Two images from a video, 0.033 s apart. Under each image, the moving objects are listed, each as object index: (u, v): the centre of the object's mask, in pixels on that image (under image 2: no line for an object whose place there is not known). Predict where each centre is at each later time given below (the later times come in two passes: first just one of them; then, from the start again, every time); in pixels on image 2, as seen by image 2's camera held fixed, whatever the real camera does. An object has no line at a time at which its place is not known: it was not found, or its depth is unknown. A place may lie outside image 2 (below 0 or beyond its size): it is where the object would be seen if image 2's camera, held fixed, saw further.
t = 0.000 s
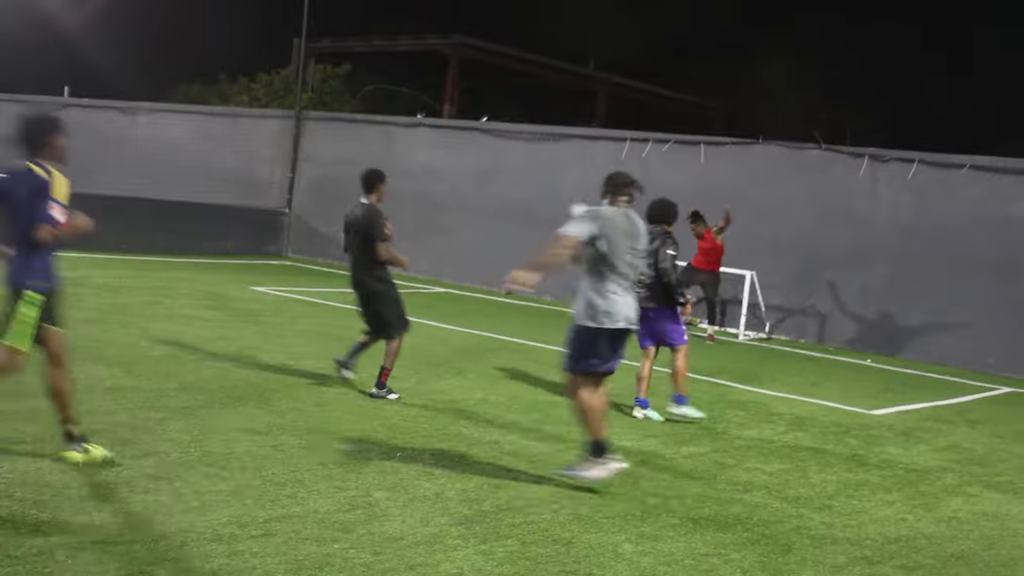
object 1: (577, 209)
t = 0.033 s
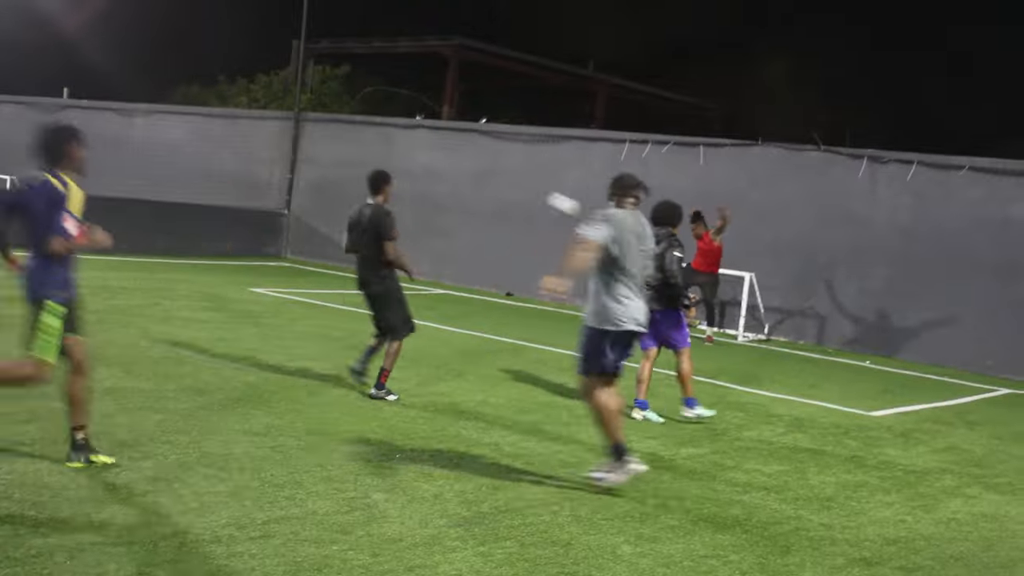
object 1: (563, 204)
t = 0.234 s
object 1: (438, 153)
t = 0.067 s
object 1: (541, 193)
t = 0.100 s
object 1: (520, 183)
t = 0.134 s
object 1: (499, 174)
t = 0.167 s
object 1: (479, 166)
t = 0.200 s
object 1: (459, 159)
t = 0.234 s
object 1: (438, 153)
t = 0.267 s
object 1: (420, 148)
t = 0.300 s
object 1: (404, 145)
